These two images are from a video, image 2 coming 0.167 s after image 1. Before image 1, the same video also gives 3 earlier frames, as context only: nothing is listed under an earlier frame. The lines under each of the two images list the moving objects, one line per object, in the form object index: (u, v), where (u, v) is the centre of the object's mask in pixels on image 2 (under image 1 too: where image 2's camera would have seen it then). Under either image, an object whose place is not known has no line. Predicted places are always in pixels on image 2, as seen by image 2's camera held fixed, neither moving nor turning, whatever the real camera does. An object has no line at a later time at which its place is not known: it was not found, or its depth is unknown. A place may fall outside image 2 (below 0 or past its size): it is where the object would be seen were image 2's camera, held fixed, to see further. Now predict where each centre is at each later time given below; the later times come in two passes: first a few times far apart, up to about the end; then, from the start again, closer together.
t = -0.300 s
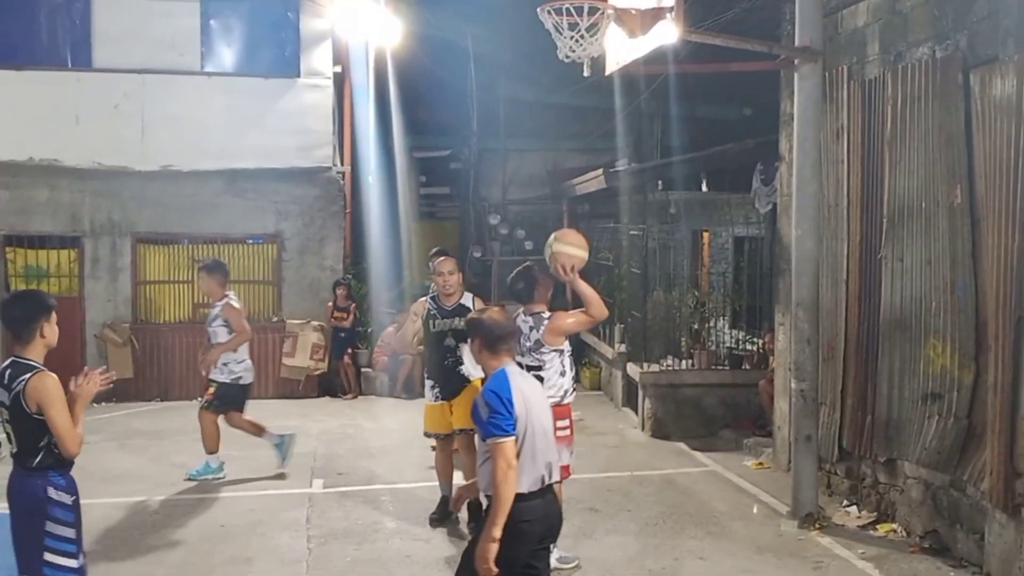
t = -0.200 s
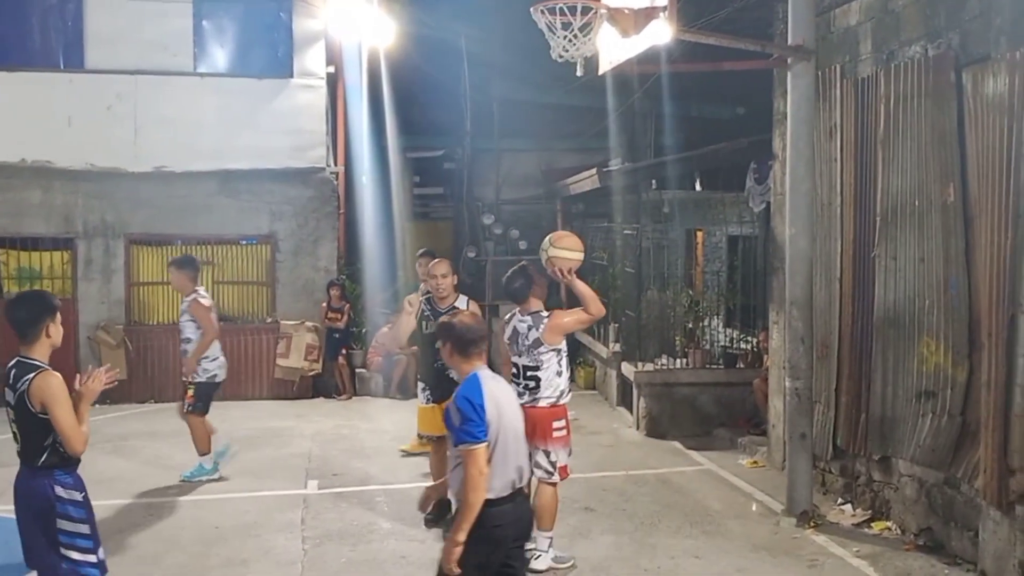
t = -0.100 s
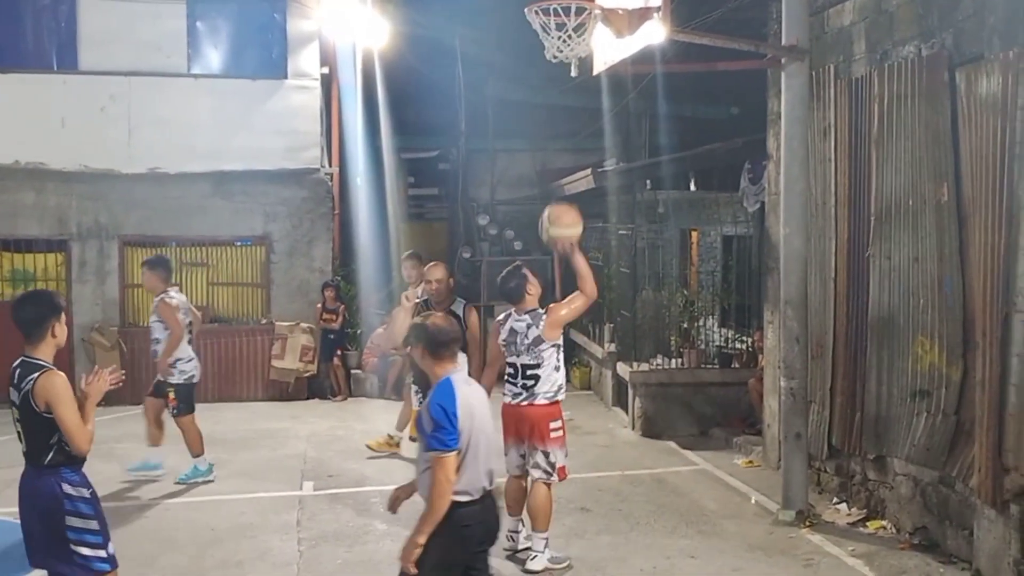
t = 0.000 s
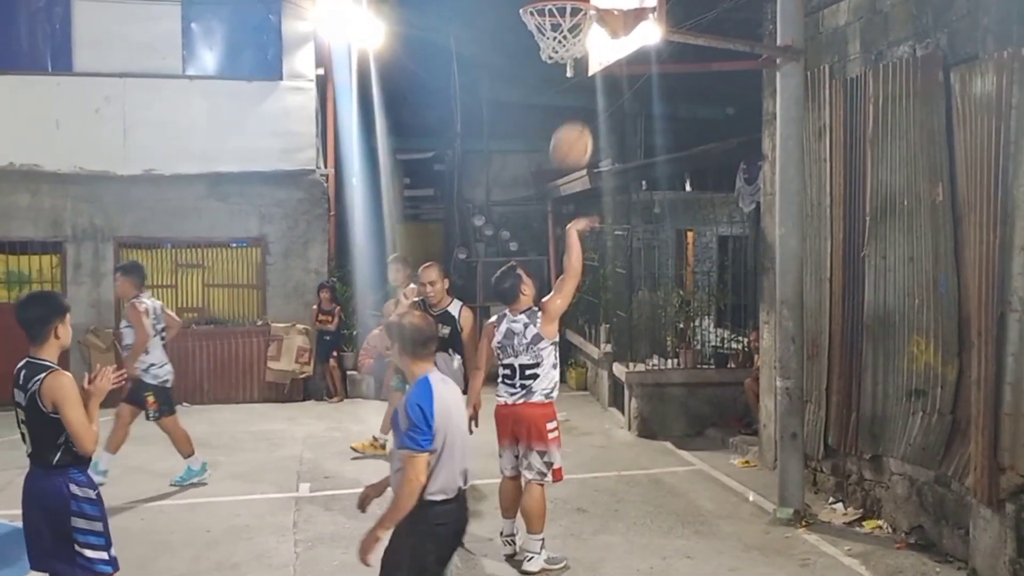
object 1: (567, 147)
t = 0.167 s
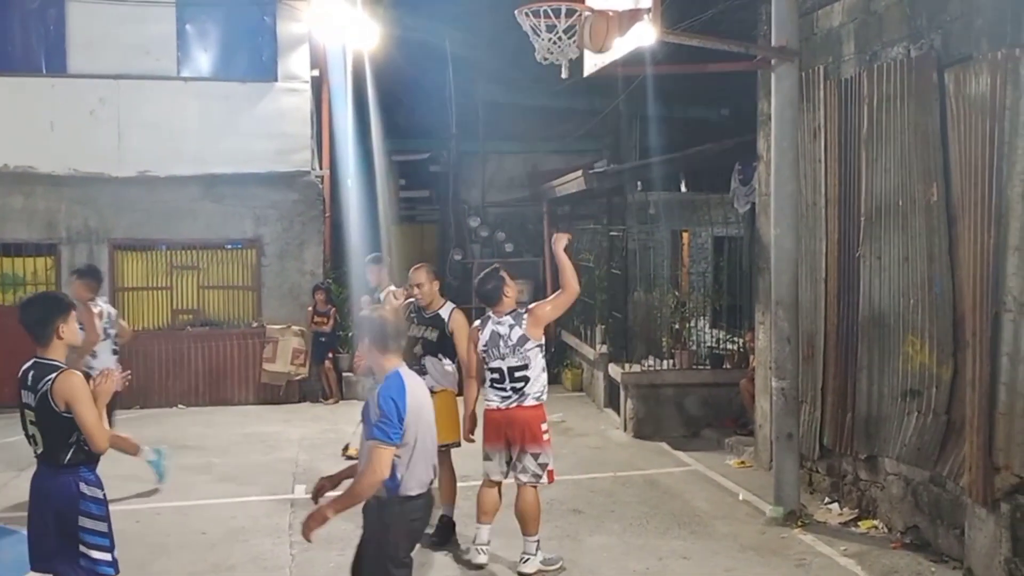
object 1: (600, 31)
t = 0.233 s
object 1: (609, 16)
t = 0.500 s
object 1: (600, 5)
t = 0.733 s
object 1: (616, 73)
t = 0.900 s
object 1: (624, 190)
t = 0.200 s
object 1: (606, 20)
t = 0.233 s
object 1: (609, 16)
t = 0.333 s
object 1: (599, 4)
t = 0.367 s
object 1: (594, 4)
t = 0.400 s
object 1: (596, 3)
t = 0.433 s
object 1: (598, 2)
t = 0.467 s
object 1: (599, 2)
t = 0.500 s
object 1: (600, 5)
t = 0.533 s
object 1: (603, 5)
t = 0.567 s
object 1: (604, 13)
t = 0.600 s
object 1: (609, 17)
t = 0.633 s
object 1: (610, 23)
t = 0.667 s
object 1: (612, 40)
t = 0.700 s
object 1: (615, 56)
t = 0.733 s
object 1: (616, 73)
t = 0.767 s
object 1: (617, 89)
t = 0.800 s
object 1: (620, 112)
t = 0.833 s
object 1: (621, 136)
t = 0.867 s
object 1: (623, 161)
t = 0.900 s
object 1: (624, 190)
